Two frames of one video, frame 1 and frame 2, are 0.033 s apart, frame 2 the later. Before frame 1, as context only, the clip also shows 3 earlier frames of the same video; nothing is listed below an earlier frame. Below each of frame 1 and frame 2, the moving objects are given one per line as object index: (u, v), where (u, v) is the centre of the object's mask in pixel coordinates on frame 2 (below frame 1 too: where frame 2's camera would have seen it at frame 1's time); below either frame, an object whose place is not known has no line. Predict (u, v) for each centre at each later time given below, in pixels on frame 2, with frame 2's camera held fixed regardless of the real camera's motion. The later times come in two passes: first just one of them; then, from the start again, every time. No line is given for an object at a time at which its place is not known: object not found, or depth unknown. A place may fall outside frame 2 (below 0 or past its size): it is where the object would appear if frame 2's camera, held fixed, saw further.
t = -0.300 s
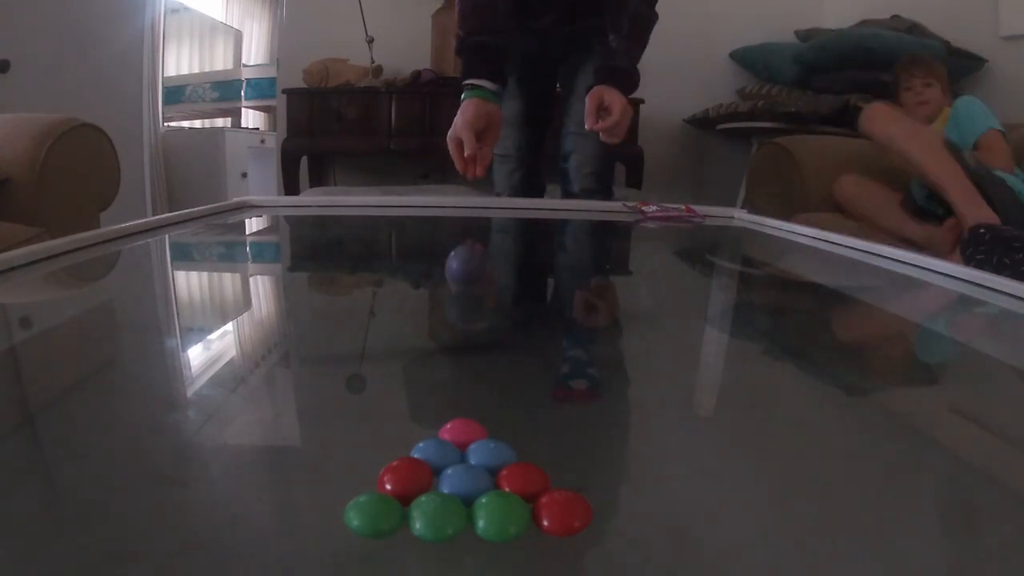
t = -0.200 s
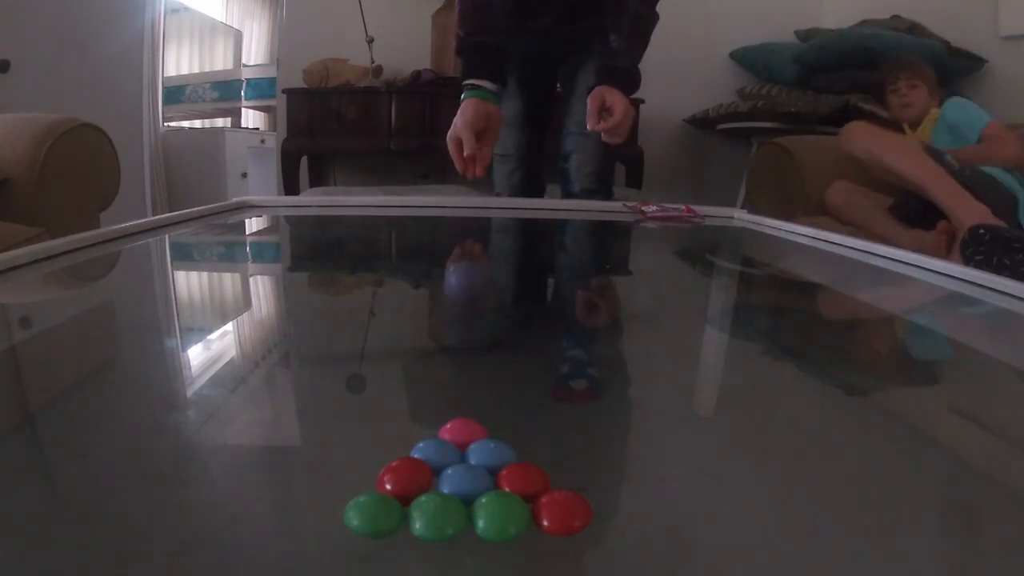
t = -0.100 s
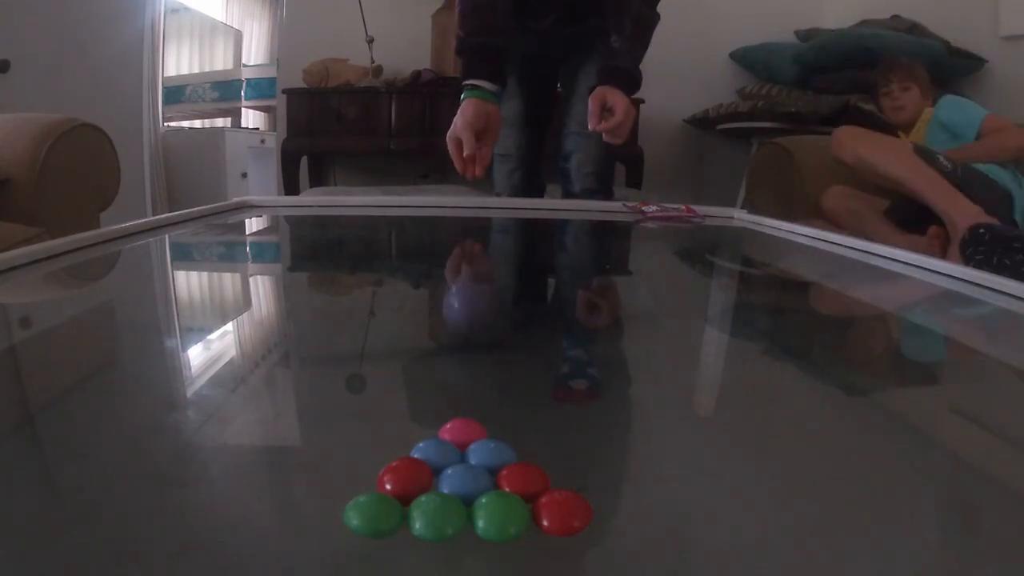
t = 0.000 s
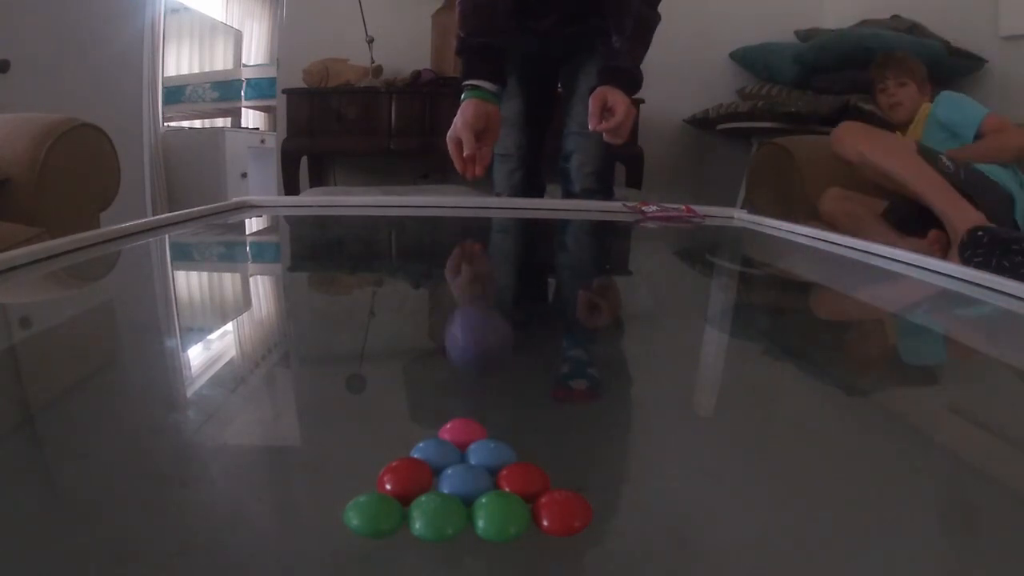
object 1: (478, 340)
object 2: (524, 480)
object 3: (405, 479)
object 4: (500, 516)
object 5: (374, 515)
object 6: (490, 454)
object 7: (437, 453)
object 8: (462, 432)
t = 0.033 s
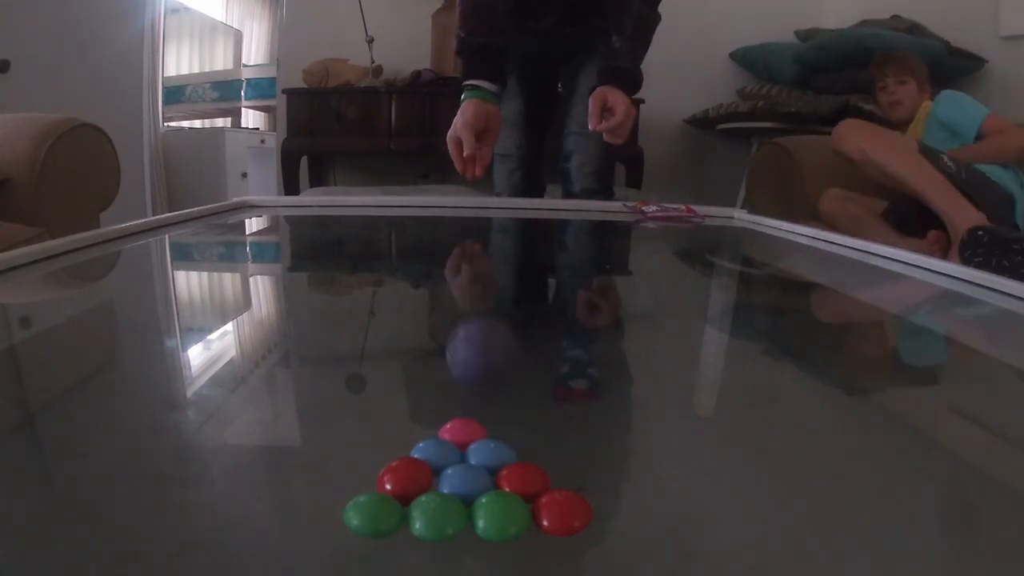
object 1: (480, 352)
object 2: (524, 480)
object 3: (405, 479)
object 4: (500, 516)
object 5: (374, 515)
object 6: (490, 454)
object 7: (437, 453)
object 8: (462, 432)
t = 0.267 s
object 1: (567, 466)
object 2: (549, 548)
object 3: (394, 487)
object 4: (485, 545)
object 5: (361, 523)
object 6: (465, 477)
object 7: (420, 459)
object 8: (438, 432)
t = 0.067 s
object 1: (486, 372)
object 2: (523, 480)
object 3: (405, 478)
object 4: (500, 515)
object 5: (374, 515)
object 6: (490, 454)
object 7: (437, 452)
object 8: (462, 431)
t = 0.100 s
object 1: (494, 387)
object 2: (523, 479)
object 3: (404, 478)
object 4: (500, 515)
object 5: (373, 514)
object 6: (490, 453)
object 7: (436, 452)
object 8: (458, 430)
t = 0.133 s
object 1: (504, 404)
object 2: (524, 481)
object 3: (399, 480)
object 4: (502, 518)
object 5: (369, 518)
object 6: (481, 453)
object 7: (429, 457)
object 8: (440, 429)
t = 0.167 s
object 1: (518, 419)
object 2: (528, 484)
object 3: (391, 482)
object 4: (502, 521)
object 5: (362, 522)
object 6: (470, 463)
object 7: (422, 460)
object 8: (435, 433)
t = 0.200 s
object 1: (534, 434)
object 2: (538, 496)
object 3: (389, 486)
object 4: (498, 527)
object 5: (358, 523)
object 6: (466, 473)
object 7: (419, 462)
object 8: (435, 430)
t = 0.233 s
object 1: (550, 450)
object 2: (546, 526)
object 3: (391, 487)
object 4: (492, 532)
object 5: (358, 523)
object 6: (463, 479)
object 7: (420, 461)
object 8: (436, 429)
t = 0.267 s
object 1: (567, 466)
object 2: (549, 548)
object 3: (394, 487)
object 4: (485, 545)
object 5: (361, 523)
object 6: (465, 477)
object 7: (420, 459)
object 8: (438, 432)
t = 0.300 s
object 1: (583, 479)
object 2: (548, 554)
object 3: (397, 486)
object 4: (479, 551)
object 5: (363, 523)
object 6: (464, 473)
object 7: (422, 457)
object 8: (440, 432)
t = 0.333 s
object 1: (598, 494)
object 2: (541, 559)
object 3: (400, 485)
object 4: (471, 553)
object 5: (366, 520)
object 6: (465, 471)
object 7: (422, 456)
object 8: (441, 431)
